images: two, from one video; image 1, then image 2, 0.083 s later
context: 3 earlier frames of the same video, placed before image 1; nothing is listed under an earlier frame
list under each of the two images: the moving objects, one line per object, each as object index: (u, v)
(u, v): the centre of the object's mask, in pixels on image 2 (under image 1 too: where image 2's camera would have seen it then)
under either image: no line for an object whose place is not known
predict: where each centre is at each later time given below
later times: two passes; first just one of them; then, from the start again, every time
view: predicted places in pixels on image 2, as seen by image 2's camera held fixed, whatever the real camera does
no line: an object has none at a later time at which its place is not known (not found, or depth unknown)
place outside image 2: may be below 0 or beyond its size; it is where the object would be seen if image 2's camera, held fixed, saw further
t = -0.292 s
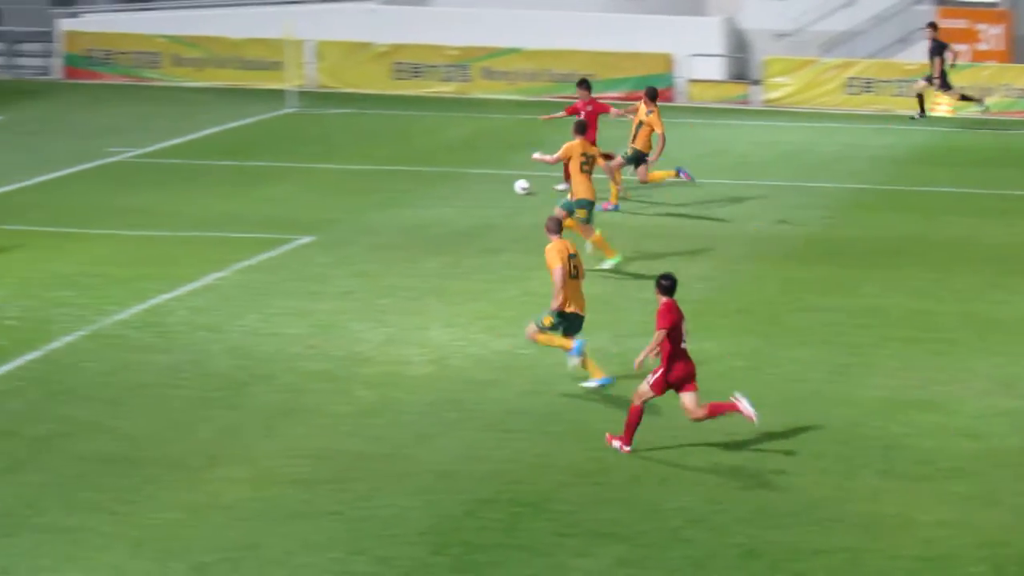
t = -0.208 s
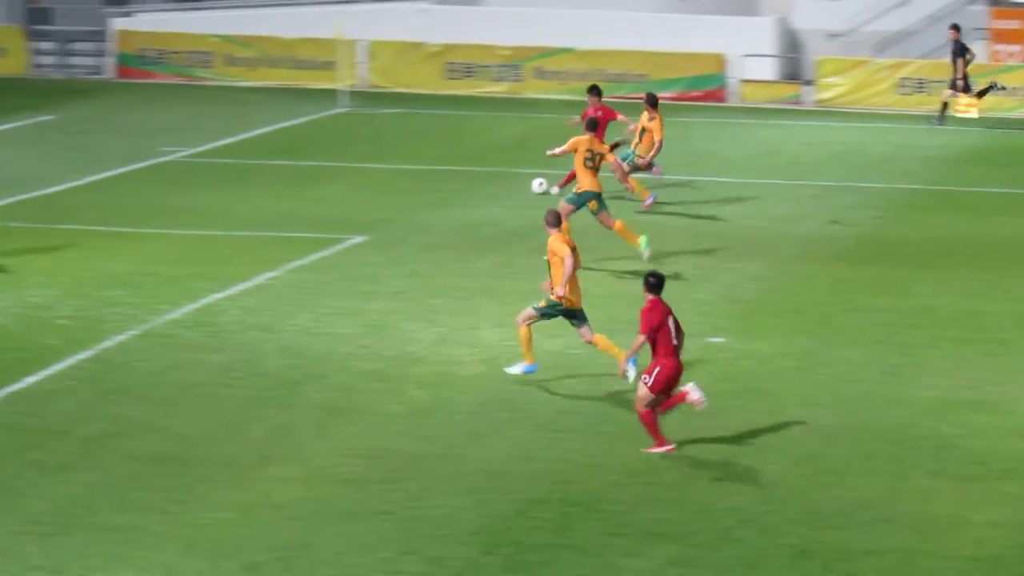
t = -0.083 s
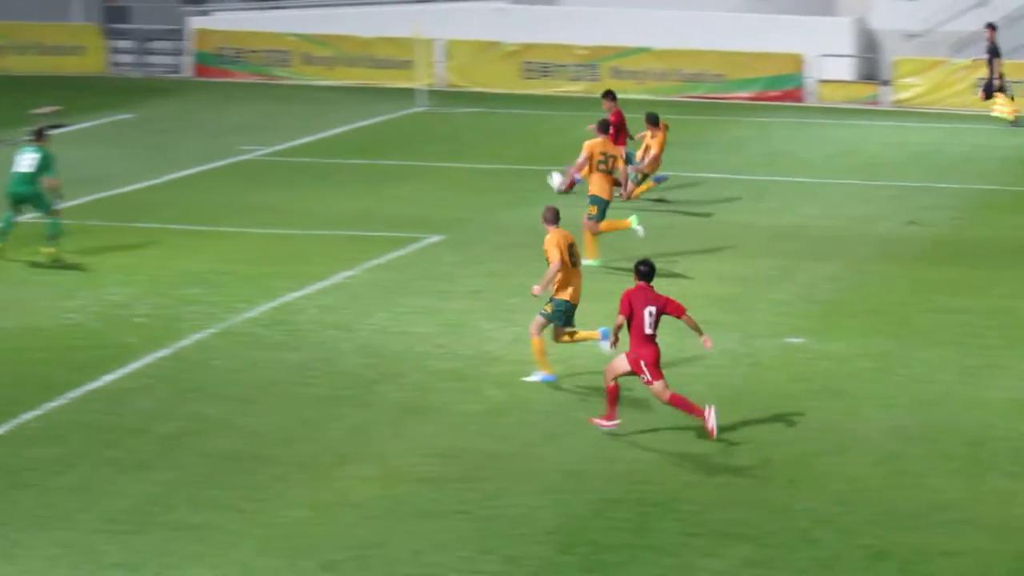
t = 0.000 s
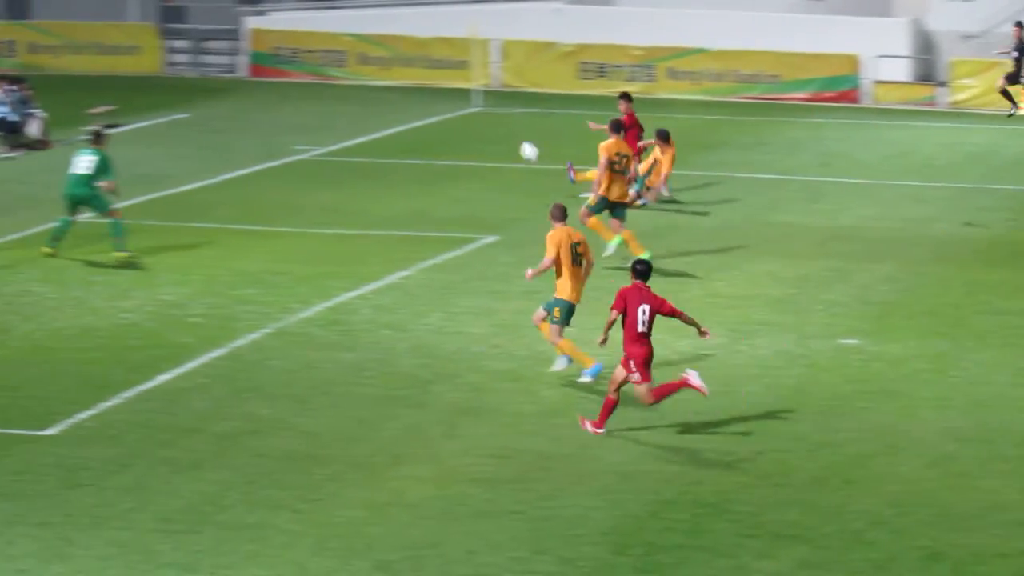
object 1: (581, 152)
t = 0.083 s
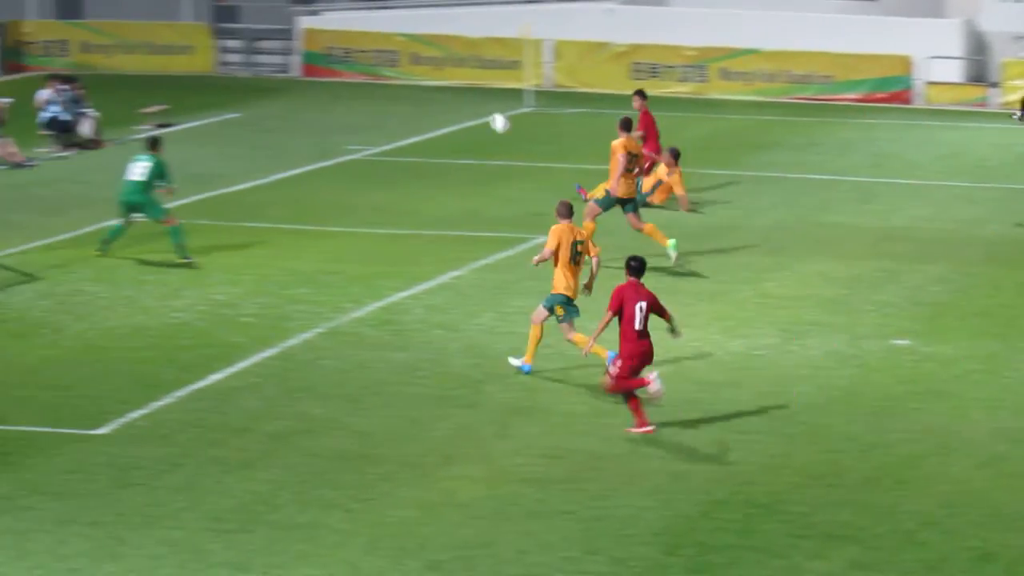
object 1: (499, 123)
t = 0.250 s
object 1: (333, 72)
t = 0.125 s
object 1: (458, 109)
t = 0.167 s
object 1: (416, 96)
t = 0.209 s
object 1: (375, 83)
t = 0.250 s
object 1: (333, 72)
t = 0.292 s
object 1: (291, 60)
